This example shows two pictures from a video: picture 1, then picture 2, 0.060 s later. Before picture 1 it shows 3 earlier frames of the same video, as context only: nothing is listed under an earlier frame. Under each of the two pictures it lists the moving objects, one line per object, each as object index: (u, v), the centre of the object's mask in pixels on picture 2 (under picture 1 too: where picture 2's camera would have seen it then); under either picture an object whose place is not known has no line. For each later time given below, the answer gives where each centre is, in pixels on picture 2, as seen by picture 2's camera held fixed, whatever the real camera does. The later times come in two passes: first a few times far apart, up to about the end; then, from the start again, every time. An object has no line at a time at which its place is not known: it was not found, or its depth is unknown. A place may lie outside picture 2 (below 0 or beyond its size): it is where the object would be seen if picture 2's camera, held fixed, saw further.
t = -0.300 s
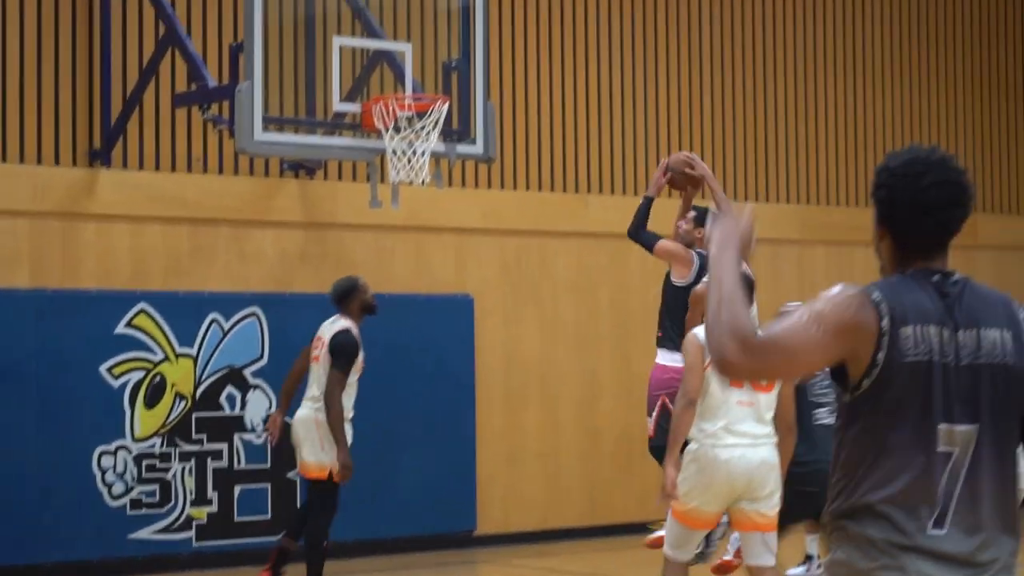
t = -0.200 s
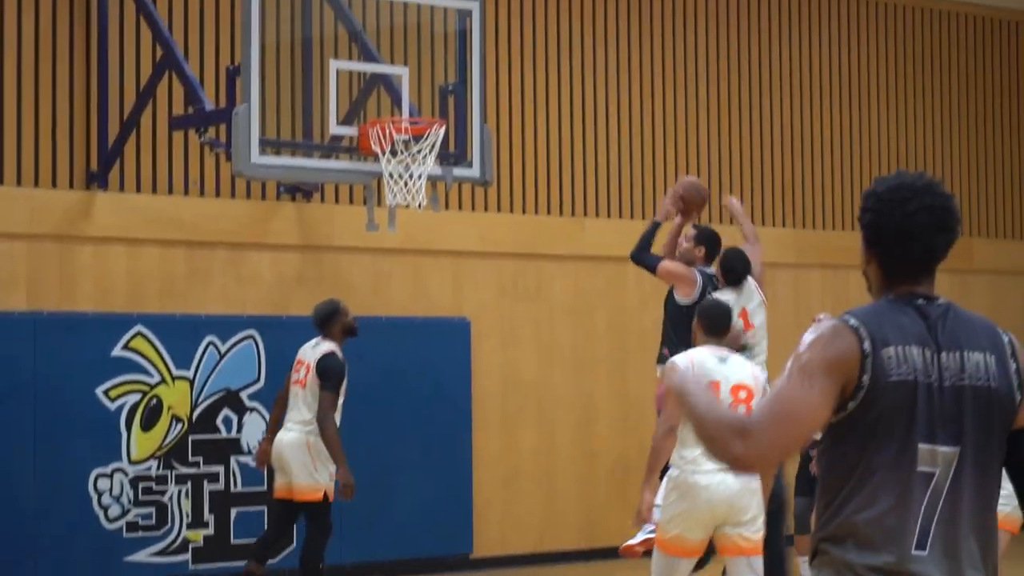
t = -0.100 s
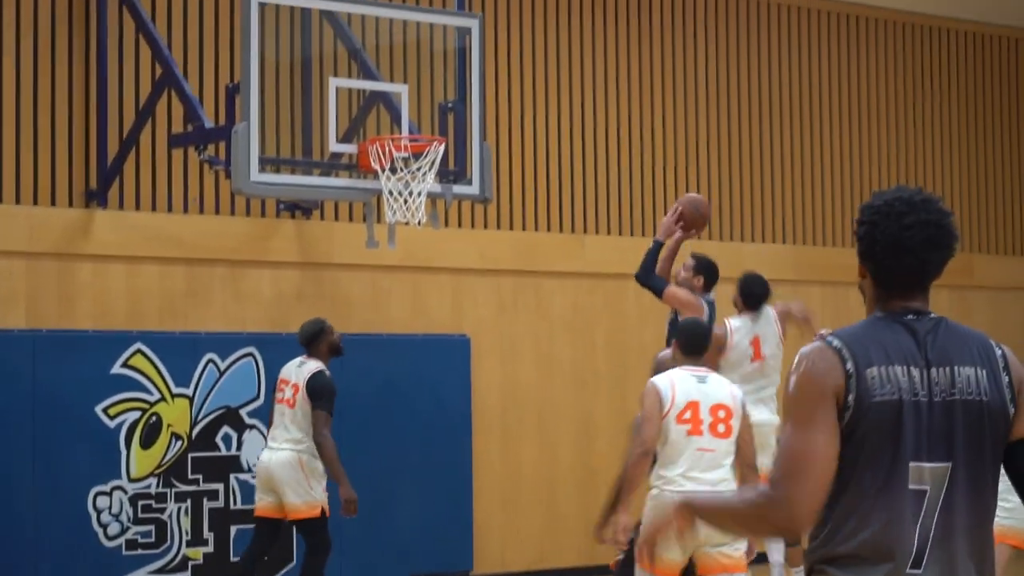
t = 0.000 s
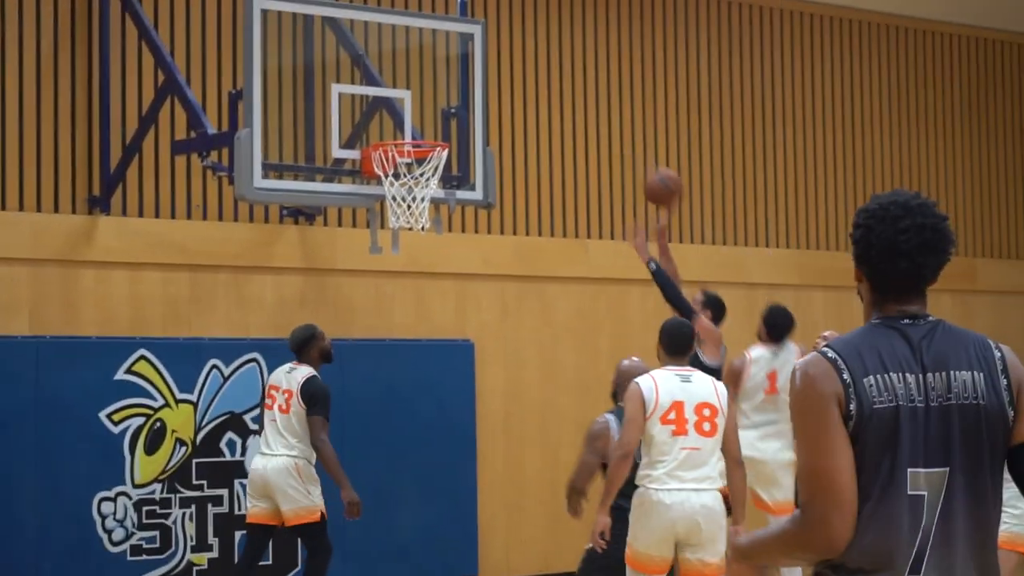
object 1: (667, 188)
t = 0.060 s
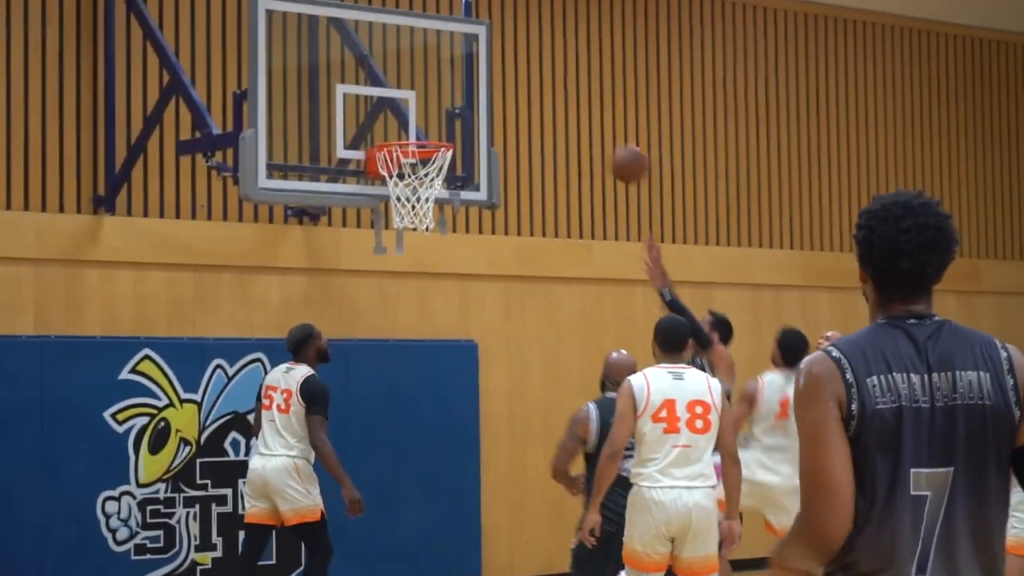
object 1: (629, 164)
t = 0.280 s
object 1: (496, 124)
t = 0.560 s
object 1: (391, 127)
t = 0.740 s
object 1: (412, 129)
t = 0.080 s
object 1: (617, 158)
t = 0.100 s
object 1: (605, 151)
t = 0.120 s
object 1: (592, 145)
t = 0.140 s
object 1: (580, 141)
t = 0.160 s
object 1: (568, 136)
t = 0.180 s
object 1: (555, 133)
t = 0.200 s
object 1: (543, 130)
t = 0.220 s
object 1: (531, 127)
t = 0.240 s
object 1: (519, 126)
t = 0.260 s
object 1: (507, 124)
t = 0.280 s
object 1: (496, 124)
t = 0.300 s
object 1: (482, 124)
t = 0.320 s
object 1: (469, 124)
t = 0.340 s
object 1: (459, 125)
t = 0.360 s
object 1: (446, 126)
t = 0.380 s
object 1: (436, 127)
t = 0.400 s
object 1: (427, 126)
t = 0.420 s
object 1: (418, 125)
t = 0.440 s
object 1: (409, 125)
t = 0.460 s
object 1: (402, 125)
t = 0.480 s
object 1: (393, 126)
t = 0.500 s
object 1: (391, 126)
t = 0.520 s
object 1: (390, 127)
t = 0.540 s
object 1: (390, 127)
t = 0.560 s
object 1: (391, 127)
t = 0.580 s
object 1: (390, 127)
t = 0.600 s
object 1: (390, 128)
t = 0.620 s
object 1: (391, 128)
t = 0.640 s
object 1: (391, 129)
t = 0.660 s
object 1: (394, 129)
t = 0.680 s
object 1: (398, 130)
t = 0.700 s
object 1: (401, 130)
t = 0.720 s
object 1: (406, 130)
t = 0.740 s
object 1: (412, 129)
